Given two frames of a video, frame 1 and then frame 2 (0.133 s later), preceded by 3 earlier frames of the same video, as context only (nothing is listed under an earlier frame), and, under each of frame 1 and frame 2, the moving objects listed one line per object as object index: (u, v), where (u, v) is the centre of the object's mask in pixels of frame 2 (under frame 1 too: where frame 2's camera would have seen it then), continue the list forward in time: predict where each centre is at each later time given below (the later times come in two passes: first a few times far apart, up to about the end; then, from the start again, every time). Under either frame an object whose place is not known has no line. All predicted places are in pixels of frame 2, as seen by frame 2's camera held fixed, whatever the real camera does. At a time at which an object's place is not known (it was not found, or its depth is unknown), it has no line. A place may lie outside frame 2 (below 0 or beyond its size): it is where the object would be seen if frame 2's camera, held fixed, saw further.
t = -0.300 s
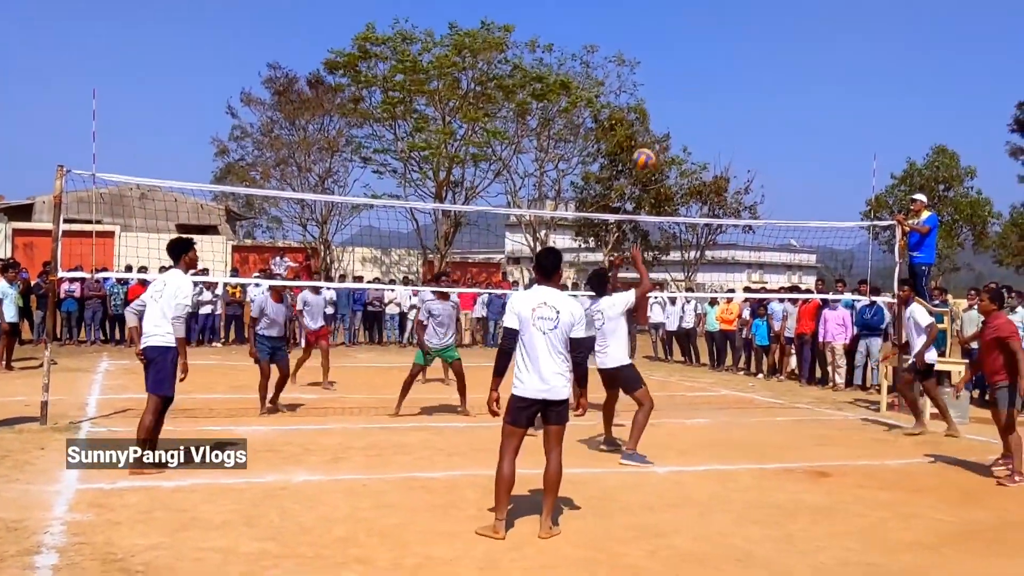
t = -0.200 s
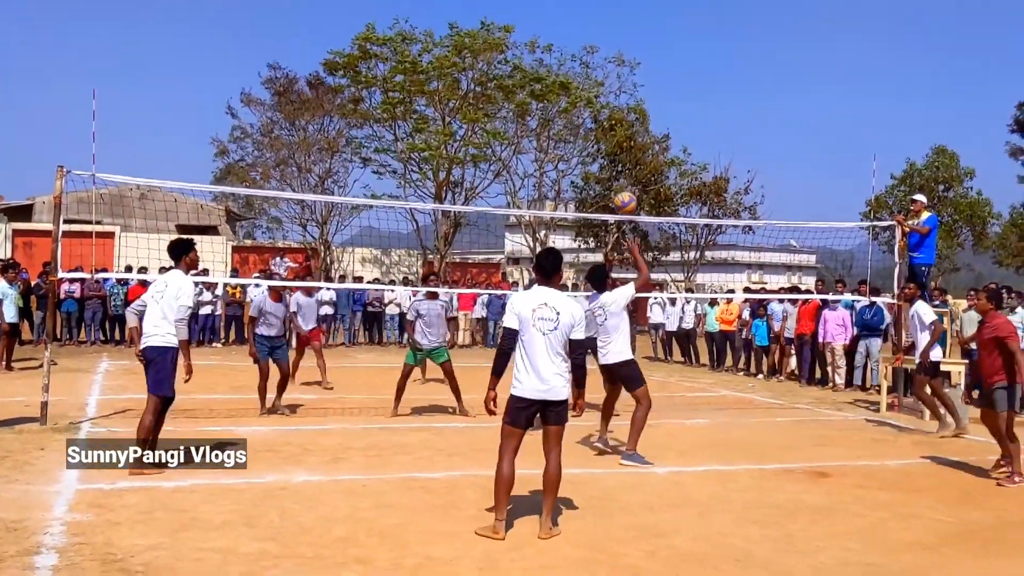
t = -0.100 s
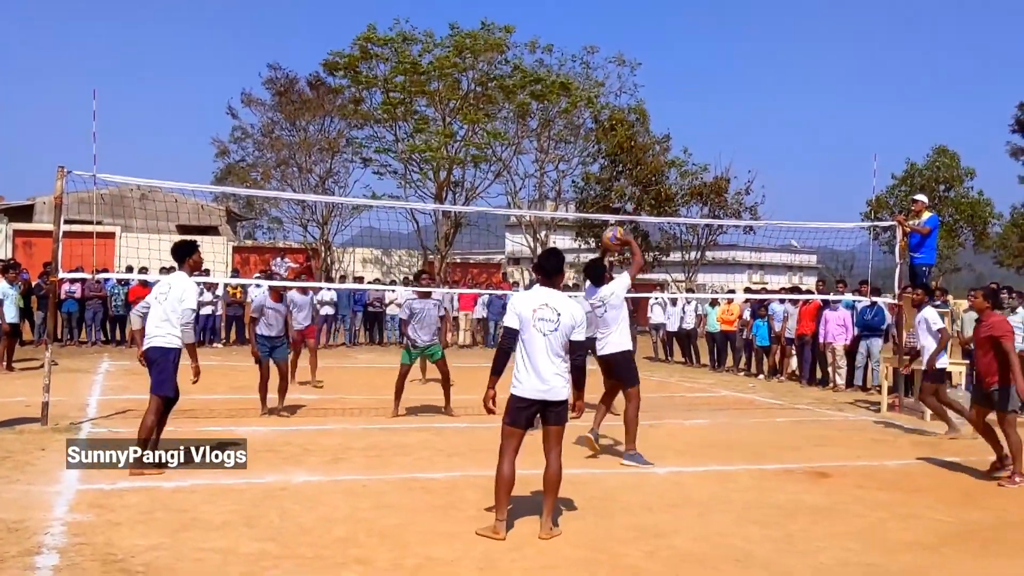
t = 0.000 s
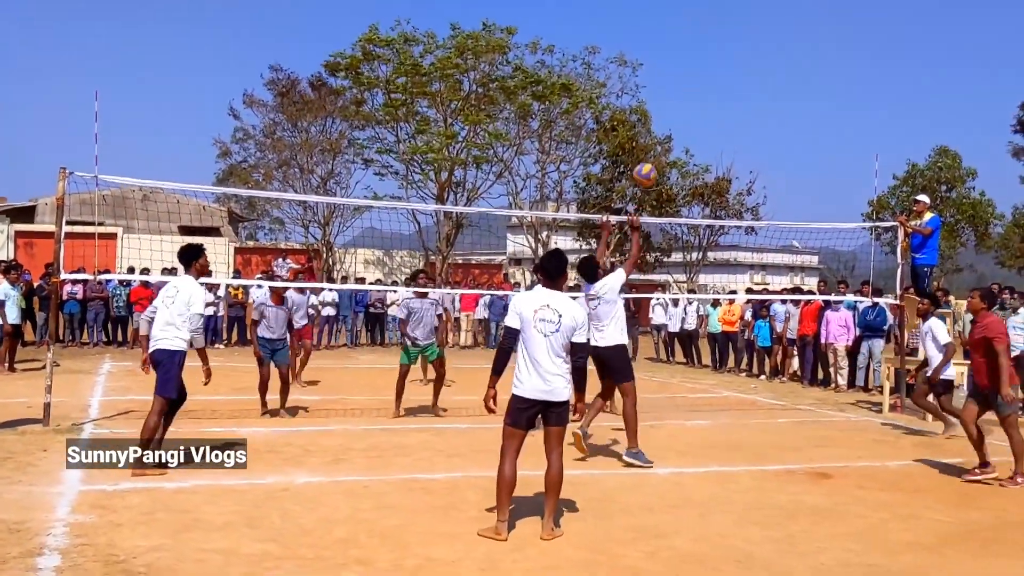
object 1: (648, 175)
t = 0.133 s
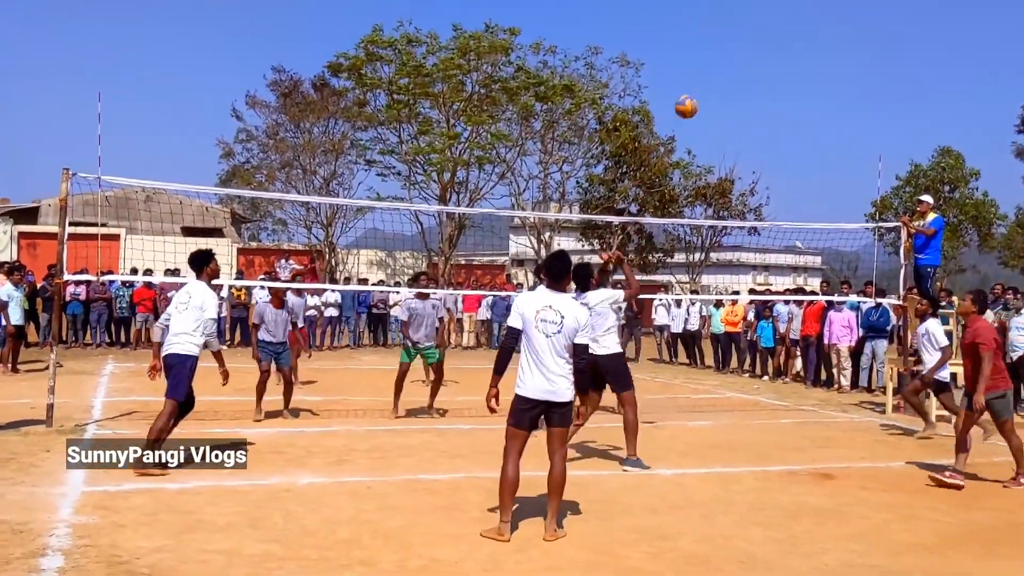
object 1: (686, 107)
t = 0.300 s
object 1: (731, 54)
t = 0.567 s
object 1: (794, 33)
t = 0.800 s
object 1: (841, 71)
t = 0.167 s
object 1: (696, 94)
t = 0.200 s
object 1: (705, 82)
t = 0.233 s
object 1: (714, 71)
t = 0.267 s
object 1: (723, 62)
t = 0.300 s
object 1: (731, 54)
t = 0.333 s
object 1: (740, 47)
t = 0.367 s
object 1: (748, 41)
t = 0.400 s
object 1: (756, 37)
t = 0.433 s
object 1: (764, 34)
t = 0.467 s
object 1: (772, 32)
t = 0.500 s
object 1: (779, 31)
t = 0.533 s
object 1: (787, 31)
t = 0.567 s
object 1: (794, 33)
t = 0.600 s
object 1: (801, 35)
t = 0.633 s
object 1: (808, 38)
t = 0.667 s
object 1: (815, 43)
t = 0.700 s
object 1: (822, 48)
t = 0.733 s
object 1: (828, 55)
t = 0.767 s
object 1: (835, 62)
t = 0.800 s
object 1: (841, 71)
